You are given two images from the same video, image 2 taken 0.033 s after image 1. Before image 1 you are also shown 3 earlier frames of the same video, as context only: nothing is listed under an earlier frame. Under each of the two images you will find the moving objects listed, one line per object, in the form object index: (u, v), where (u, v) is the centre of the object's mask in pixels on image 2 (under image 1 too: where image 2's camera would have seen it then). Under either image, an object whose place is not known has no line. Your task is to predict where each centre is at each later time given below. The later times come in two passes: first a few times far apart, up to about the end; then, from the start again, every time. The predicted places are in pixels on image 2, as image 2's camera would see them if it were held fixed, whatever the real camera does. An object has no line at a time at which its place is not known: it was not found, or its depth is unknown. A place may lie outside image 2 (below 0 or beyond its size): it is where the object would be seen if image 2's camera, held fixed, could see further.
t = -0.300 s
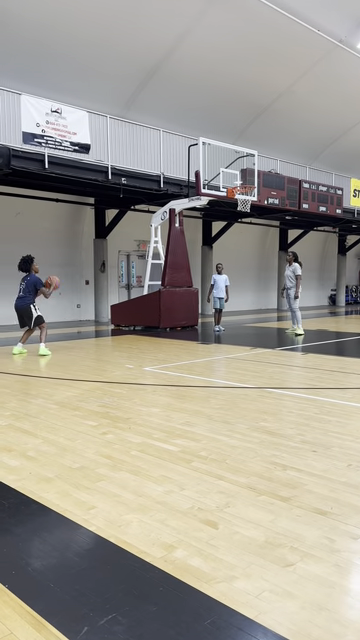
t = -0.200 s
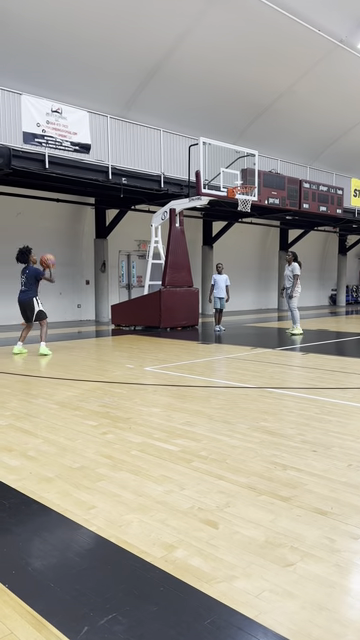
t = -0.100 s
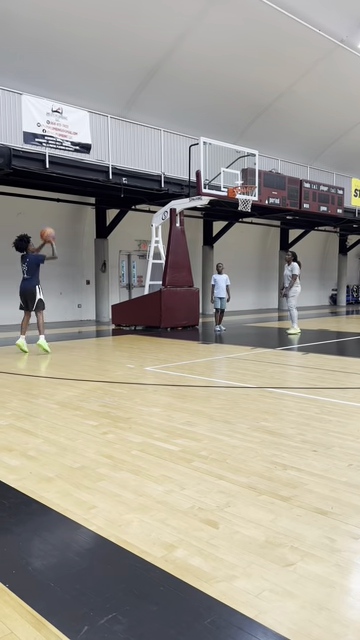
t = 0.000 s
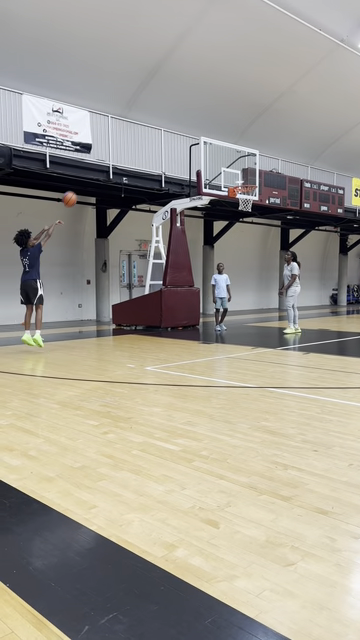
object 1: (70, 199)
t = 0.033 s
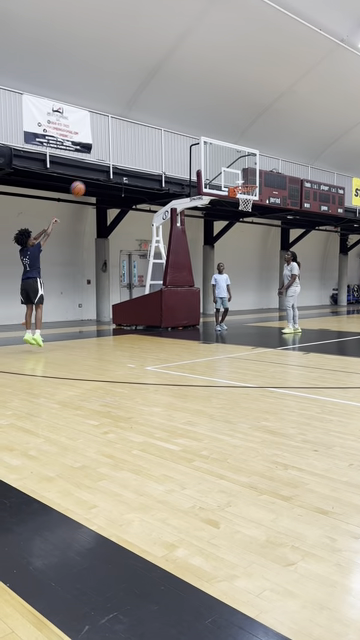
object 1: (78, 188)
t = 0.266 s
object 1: (129, 139)
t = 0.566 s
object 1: (186, 128)
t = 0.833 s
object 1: (229, 156)
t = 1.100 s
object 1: (246, 202)
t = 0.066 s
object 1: (85, 179)
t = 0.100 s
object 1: (93, 170)
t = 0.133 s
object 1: (100, 164)
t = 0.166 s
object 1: (107, 156)
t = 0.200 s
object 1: (115, 150)
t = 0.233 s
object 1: (122, 144)
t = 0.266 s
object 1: (129, 139)
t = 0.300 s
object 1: (136, 136)
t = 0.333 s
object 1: (142, 133)
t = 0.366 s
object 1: (149, 130)
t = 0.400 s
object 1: (155, 128)
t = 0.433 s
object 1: (162, 127)
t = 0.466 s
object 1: (168, 126)
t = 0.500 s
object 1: (174, 126)
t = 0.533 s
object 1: (180, 126)
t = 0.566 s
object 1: (186, 128)
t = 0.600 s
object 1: (192, 129)
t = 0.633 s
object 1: (197, 132)
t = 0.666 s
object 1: (203, 134)
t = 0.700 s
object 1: (208, 138)
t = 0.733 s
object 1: (214, 142)
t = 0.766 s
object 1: (219, 147)
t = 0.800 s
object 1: (224, 152)
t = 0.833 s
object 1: (229, 156)
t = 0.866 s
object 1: (234, 162)
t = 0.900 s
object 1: (239, 168)
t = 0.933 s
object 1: (244, 175)
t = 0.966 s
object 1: (248, 180)
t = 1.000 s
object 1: (252, 184)
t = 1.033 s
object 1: (249, 192)
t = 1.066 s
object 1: (247, 198)
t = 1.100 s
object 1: (246, 202)
